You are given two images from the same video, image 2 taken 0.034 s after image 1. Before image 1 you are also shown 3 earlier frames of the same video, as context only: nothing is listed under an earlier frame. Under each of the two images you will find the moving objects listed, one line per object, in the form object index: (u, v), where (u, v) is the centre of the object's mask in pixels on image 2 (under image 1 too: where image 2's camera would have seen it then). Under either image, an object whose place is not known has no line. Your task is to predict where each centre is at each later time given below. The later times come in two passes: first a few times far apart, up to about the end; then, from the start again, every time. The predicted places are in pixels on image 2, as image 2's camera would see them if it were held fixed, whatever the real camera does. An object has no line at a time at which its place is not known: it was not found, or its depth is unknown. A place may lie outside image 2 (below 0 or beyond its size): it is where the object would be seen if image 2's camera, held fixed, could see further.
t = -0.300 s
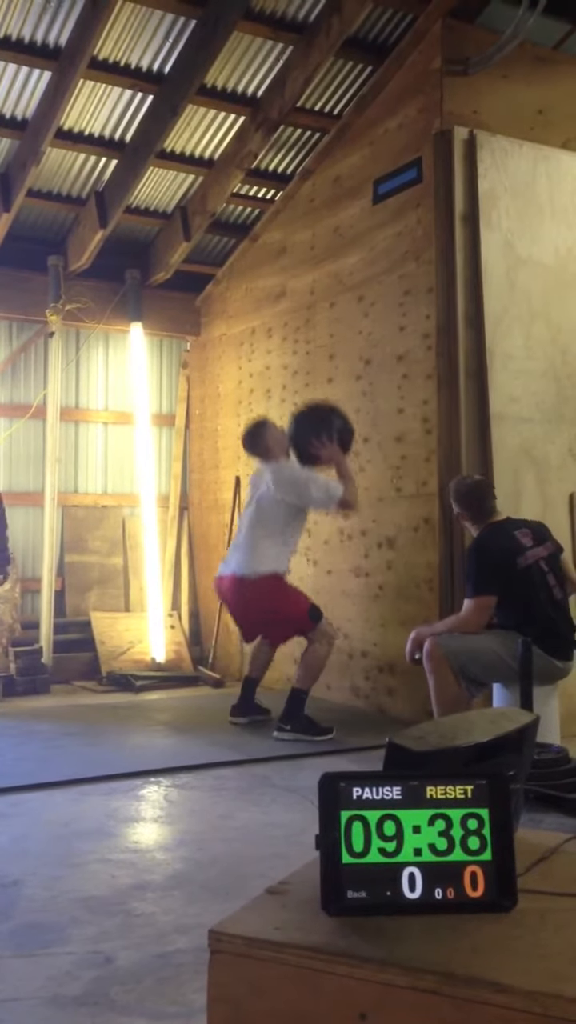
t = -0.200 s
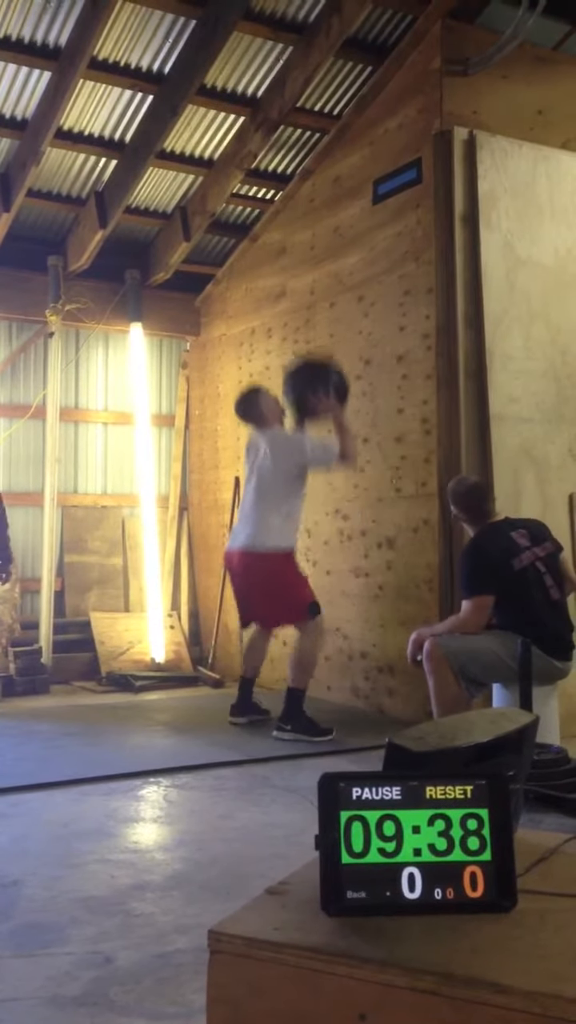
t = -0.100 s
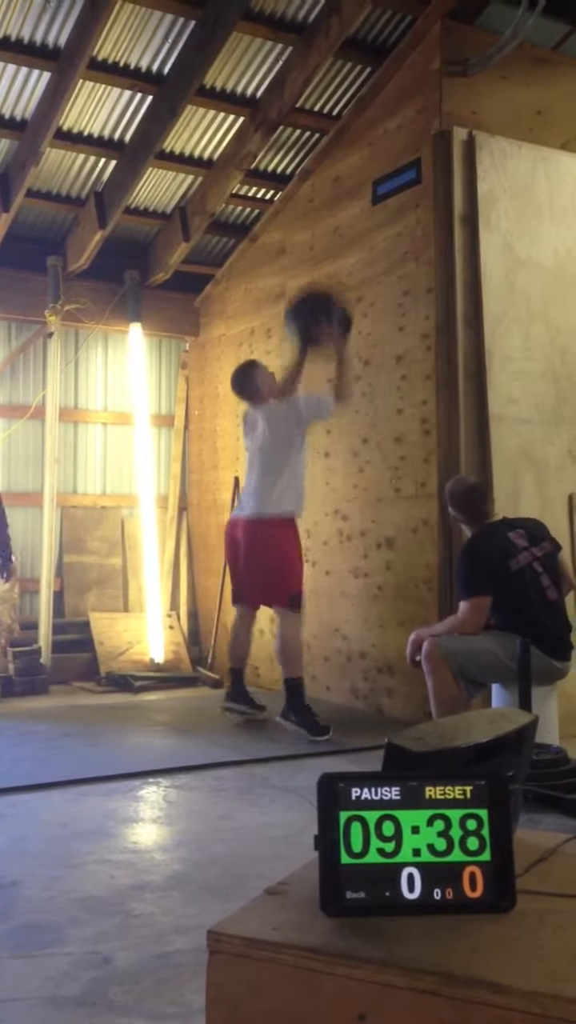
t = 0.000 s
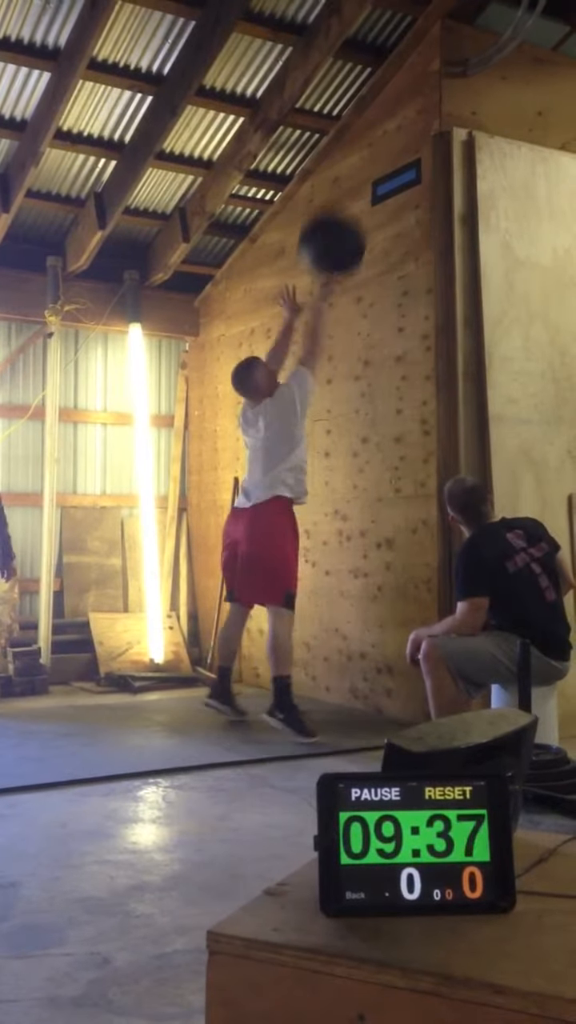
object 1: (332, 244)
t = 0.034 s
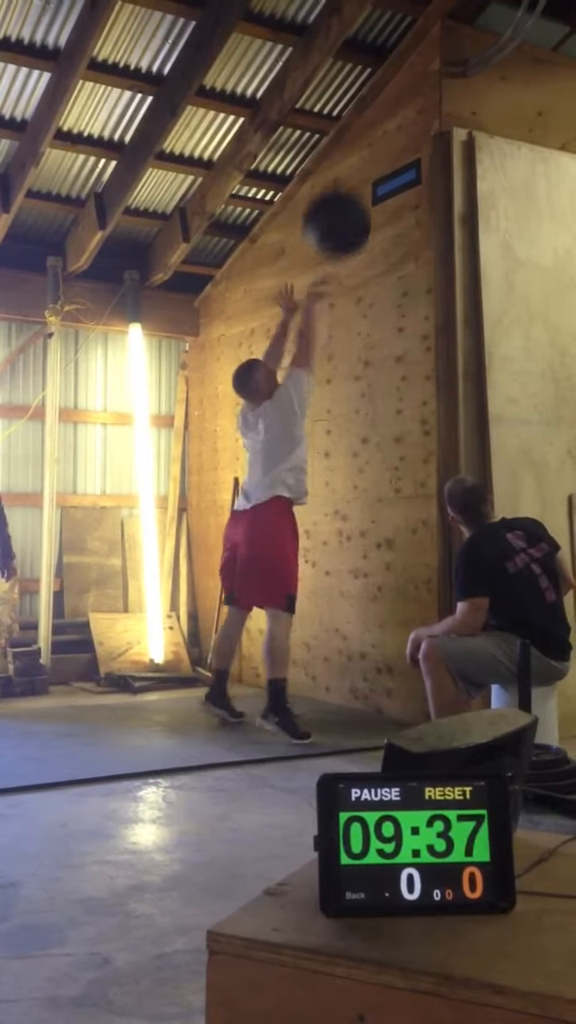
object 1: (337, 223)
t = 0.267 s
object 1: (374, 130)
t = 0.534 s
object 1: (355, 139)
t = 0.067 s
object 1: (341, 204)
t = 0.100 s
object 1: (347, 186)
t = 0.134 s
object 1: (350, 172)
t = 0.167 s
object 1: (355, 159)
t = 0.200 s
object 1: (361, 149)
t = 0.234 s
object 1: (366, 139)
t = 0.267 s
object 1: (374, 130)
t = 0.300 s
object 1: (376, 126)
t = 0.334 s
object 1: (376, 122)
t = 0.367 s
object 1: (375, 120)
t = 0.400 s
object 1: (371, 119)
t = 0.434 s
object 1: (365, 121)
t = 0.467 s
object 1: (363, 125)
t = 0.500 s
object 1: (359, 131)
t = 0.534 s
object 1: (355, 139)
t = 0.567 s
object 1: (351, 149)
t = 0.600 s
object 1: (348, 160)
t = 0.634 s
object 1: (345, 173)
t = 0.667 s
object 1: (342, 190)
